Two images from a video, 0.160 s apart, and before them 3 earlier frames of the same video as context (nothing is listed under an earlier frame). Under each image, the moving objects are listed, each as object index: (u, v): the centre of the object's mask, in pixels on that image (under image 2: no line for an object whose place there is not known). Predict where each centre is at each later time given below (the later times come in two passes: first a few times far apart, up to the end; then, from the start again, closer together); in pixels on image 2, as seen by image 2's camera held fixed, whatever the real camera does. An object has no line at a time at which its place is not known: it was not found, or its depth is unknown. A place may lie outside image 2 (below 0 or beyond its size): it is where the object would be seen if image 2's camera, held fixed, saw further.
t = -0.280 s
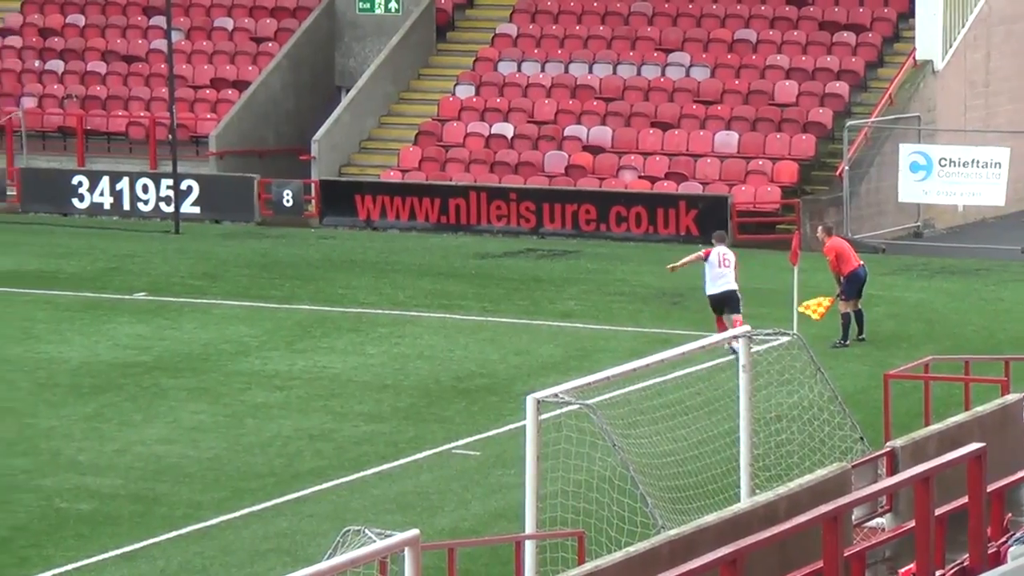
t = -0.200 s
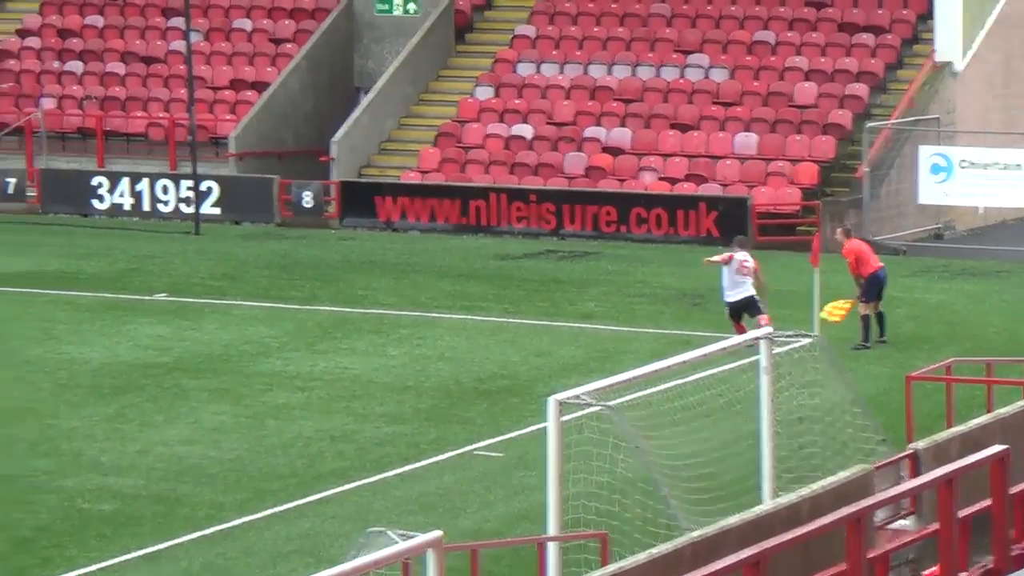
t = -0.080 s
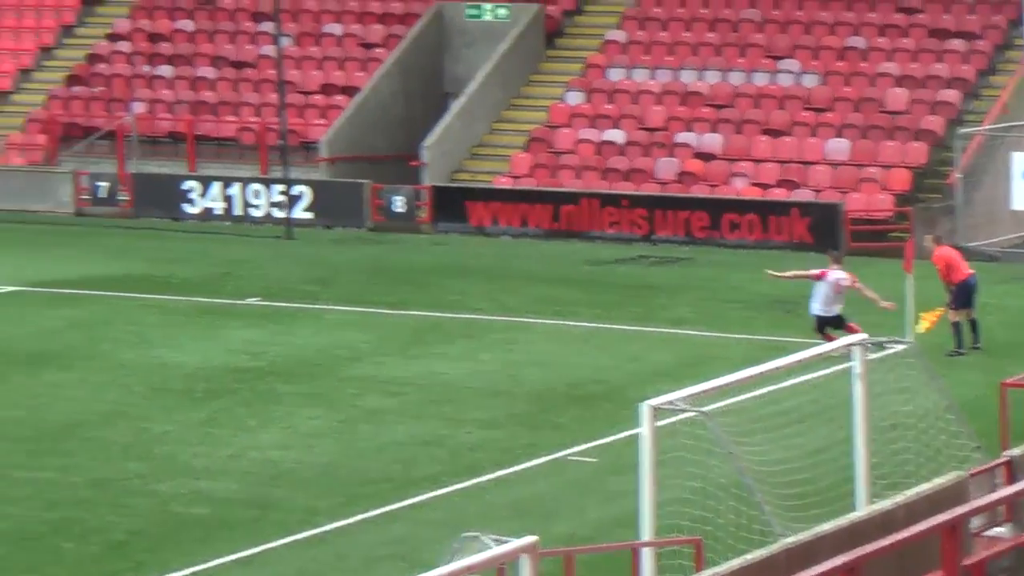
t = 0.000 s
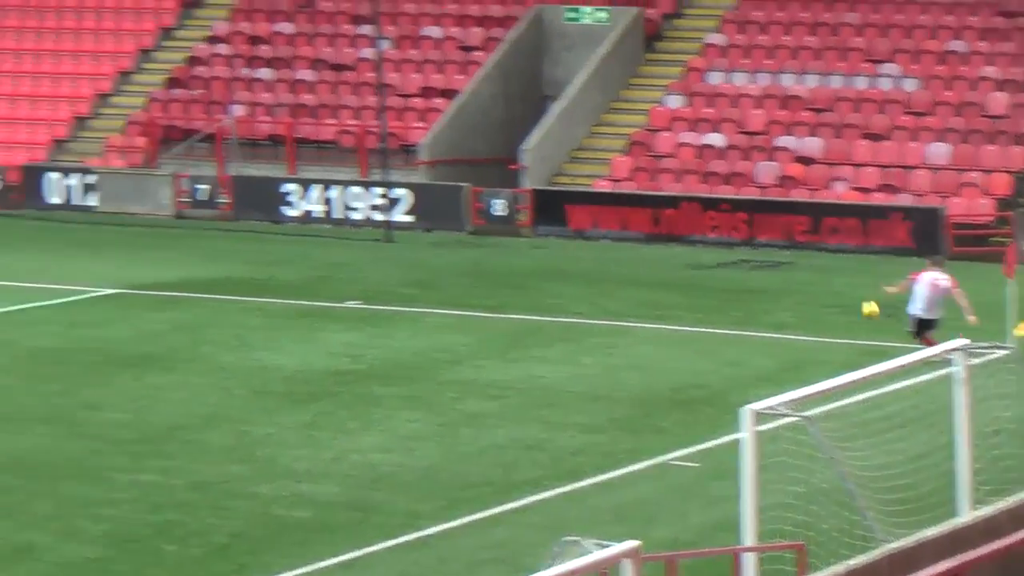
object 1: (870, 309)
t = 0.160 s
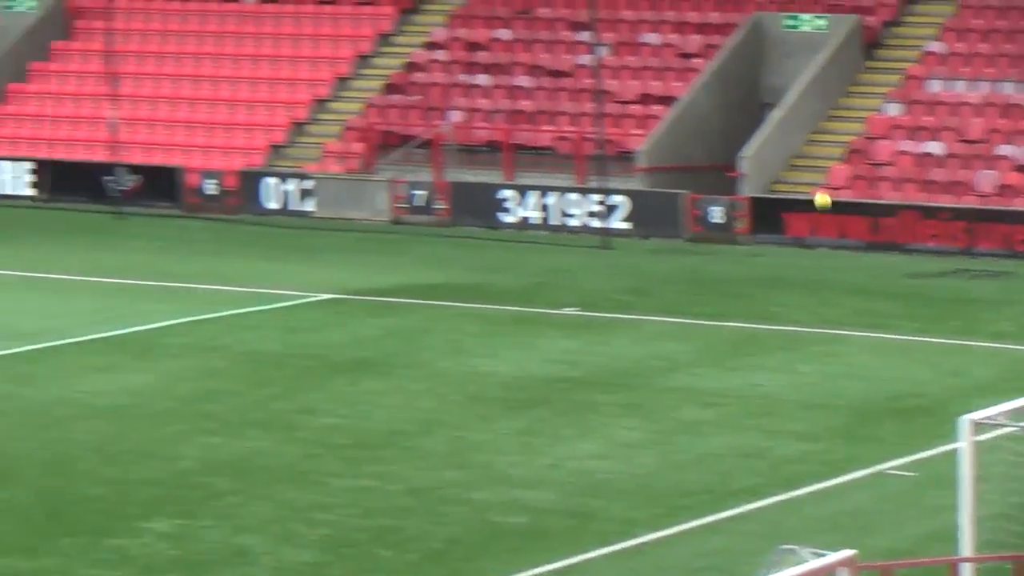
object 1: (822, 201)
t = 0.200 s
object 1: (760, 175)
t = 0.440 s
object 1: (412, 61)
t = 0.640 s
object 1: (141, 0)
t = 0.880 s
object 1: (-178, -39)
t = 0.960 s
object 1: (-284, -49)
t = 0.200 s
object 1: (760, 175)
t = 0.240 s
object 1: (700, 152)
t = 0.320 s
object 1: (582, 111)
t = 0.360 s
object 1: (524, 94)
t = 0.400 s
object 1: (468, 77)
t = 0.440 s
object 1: (412, 61)
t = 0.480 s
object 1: (357, 47)
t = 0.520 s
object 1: (303, 32)
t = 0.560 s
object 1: (250, 19)
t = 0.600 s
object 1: (196, 9)
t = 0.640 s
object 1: (141, 0)
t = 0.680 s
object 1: (87, -8)
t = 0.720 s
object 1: (34, -16)
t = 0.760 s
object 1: (-19, -21)
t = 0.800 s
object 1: (-72, -27)
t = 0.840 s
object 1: (-125, -33)
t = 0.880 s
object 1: (-178, -39)
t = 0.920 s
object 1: (-232, -45)
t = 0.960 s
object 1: (-284, -49)
